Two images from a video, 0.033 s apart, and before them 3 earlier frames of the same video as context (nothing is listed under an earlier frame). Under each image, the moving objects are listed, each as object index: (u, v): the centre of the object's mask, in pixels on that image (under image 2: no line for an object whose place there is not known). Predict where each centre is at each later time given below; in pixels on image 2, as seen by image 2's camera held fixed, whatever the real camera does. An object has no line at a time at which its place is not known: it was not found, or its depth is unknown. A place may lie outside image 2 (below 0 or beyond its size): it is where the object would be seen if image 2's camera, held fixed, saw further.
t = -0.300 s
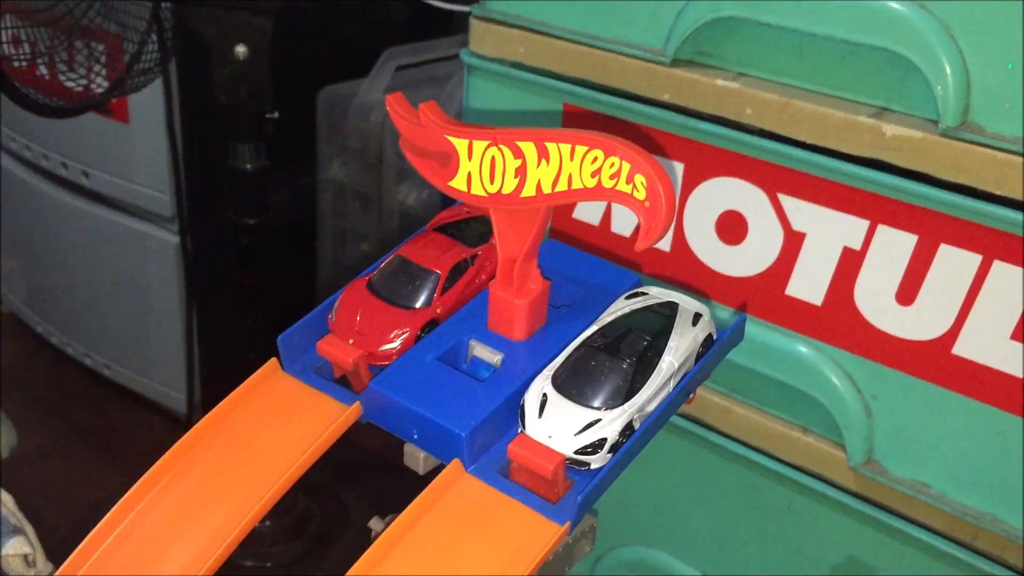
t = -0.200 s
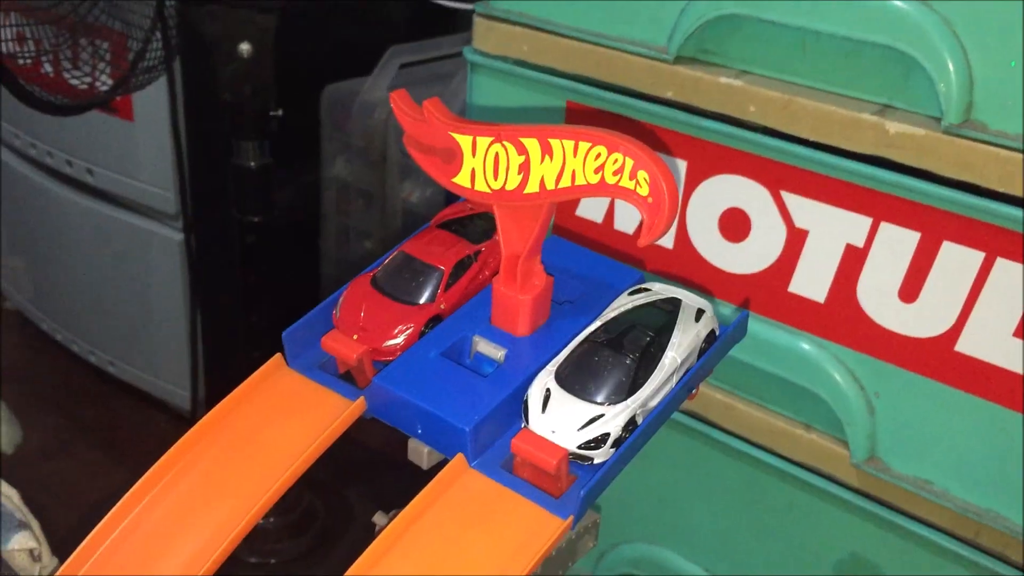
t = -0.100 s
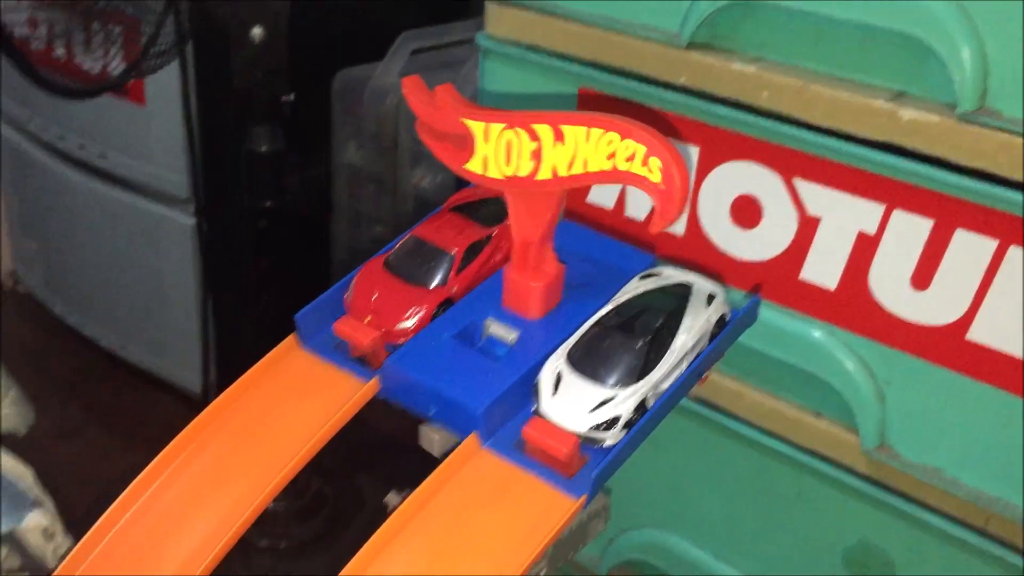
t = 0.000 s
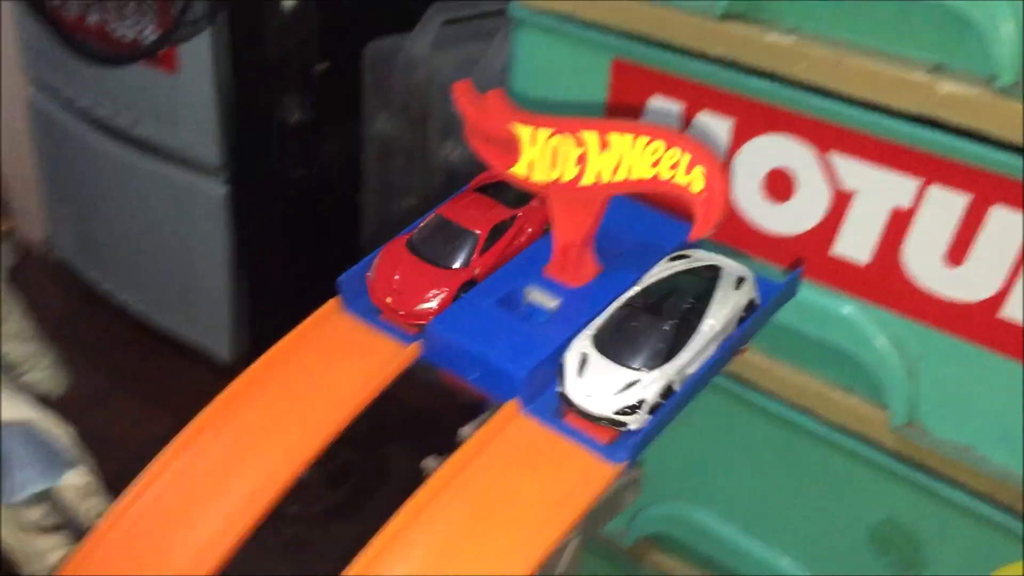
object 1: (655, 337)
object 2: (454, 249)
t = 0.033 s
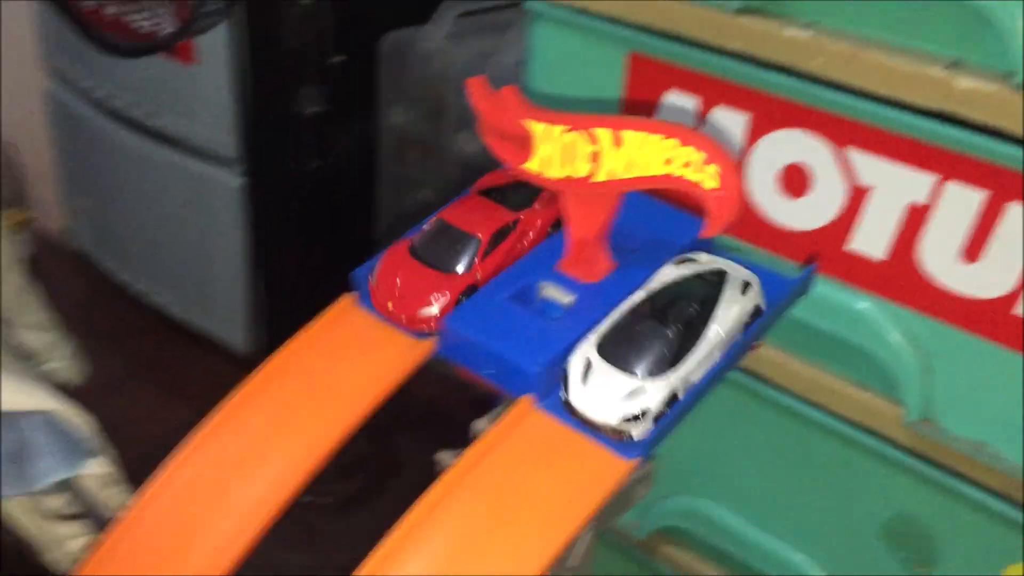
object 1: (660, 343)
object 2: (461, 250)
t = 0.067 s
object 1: (645, 356)
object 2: (448, 259)
